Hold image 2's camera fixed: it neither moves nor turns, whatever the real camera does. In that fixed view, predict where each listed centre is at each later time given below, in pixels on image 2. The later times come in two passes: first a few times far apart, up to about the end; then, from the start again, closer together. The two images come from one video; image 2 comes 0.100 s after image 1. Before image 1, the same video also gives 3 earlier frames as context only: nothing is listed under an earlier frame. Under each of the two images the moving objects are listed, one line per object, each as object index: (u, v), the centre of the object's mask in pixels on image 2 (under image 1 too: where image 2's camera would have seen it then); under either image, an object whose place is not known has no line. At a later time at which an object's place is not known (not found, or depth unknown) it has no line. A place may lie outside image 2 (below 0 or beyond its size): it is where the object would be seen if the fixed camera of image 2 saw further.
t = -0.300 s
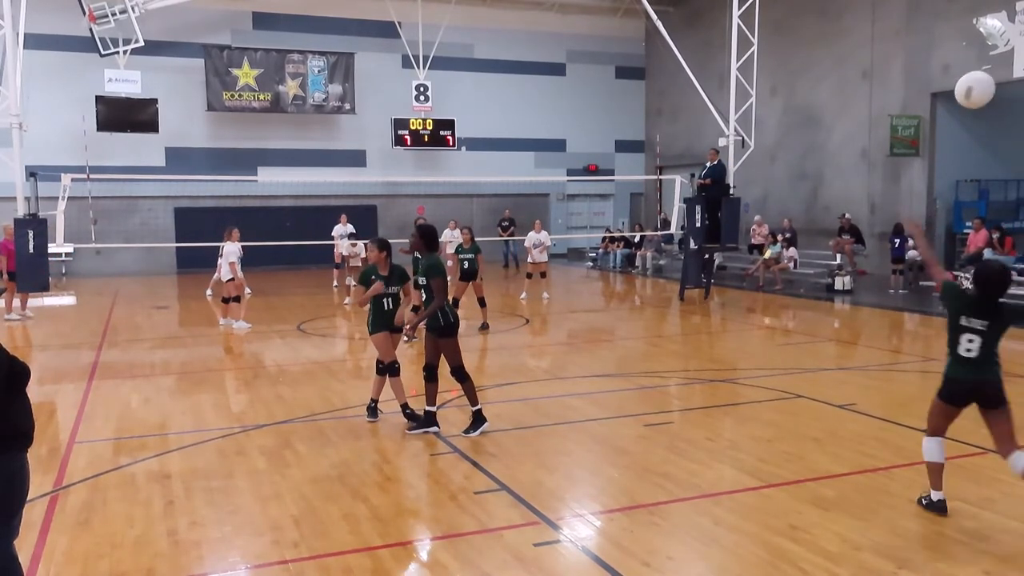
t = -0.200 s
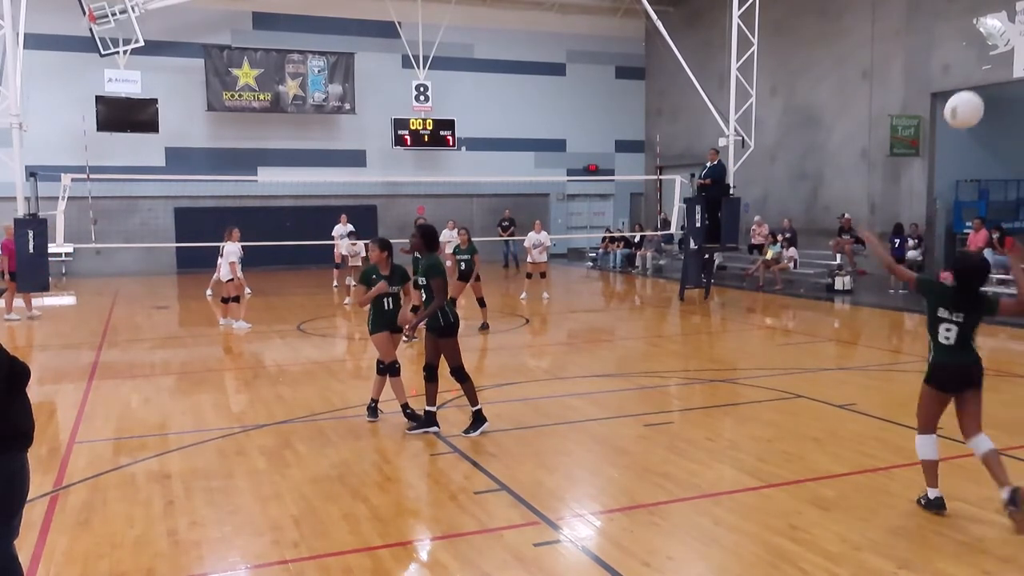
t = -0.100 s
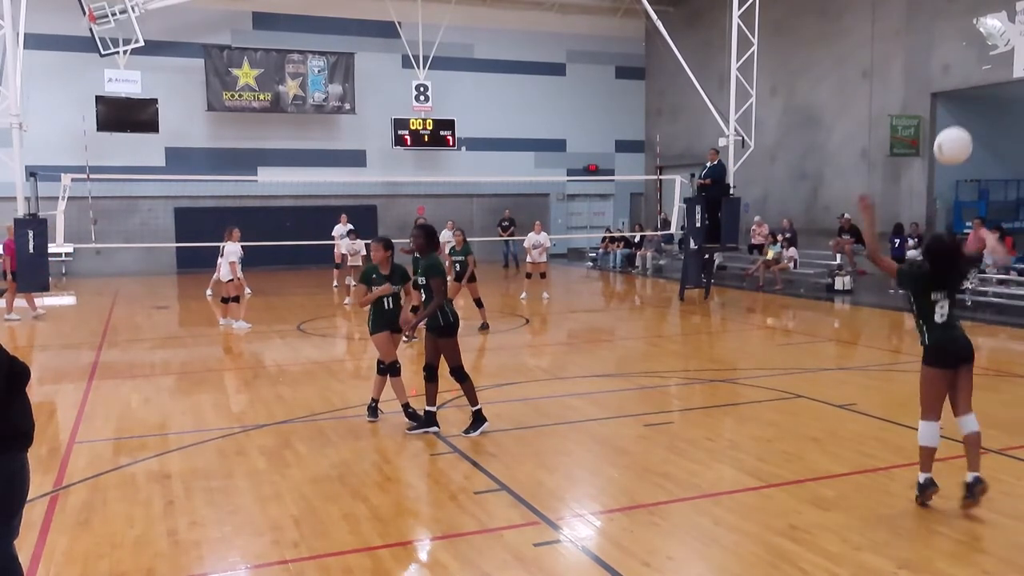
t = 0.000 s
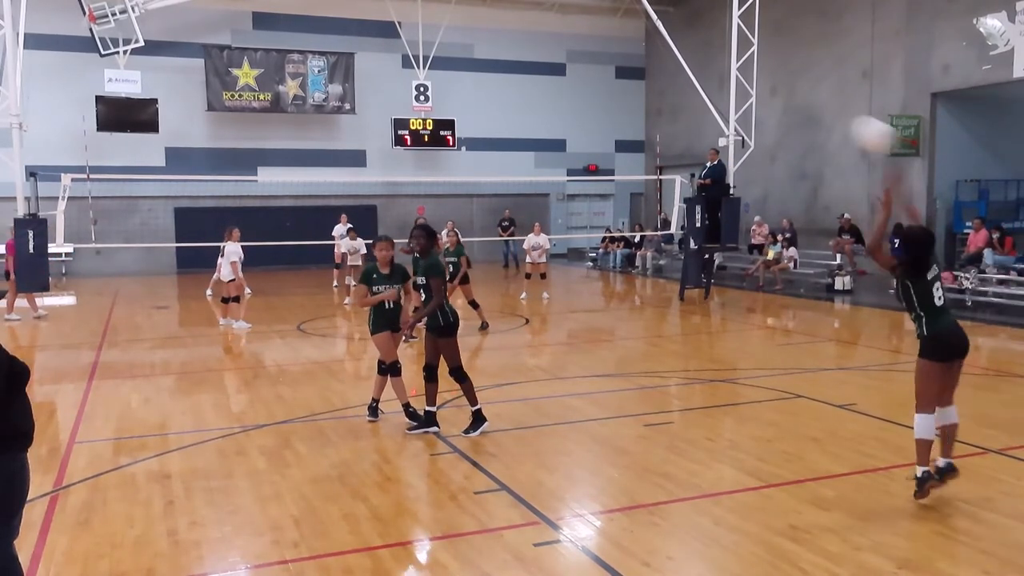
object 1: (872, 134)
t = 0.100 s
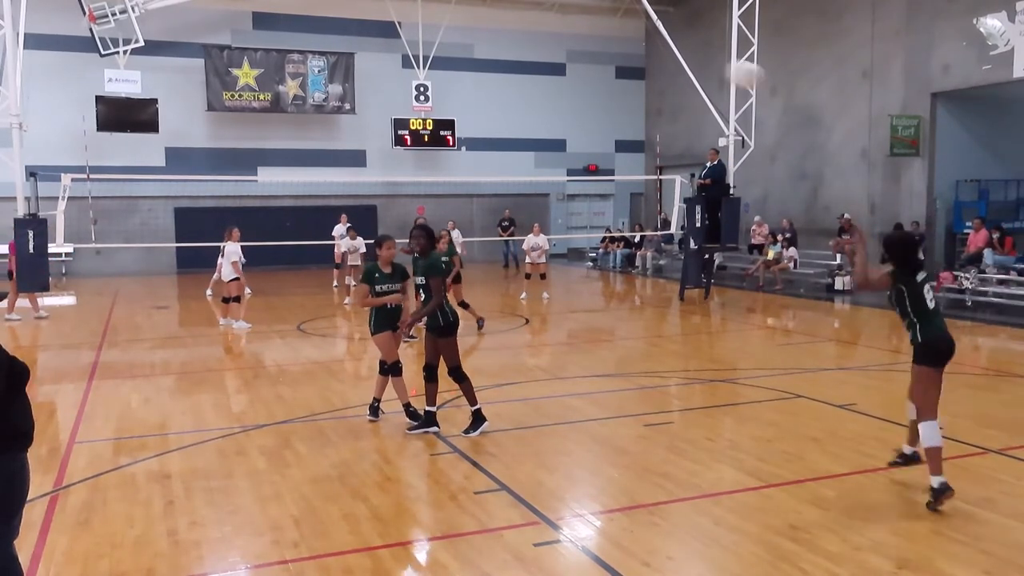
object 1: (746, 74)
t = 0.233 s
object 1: (630, 35)
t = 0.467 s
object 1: (510, 27)
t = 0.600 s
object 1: (467, 41)
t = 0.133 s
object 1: (711, 60)
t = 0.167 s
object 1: (681, 49)
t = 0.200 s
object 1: (653, 41)
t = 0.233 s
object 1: (630, 35)
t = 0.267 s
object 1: (608, 29)
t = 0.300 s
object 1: (588, 26)
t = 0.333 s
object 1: (569, 24)
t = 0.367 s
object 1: (553, 24)
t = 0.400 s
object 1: (537, 24)
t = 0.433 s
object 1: (523, 24)
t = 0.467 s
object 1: (510, 27)
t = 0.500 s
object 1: (499, 29)
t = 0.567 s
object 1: (476, 36)
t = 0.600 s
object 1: (467, 41)
